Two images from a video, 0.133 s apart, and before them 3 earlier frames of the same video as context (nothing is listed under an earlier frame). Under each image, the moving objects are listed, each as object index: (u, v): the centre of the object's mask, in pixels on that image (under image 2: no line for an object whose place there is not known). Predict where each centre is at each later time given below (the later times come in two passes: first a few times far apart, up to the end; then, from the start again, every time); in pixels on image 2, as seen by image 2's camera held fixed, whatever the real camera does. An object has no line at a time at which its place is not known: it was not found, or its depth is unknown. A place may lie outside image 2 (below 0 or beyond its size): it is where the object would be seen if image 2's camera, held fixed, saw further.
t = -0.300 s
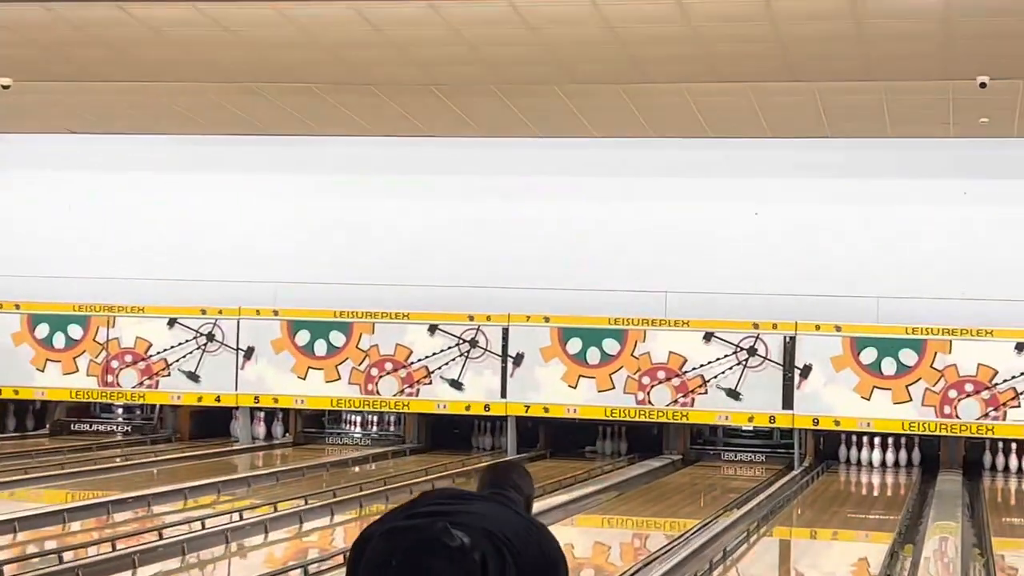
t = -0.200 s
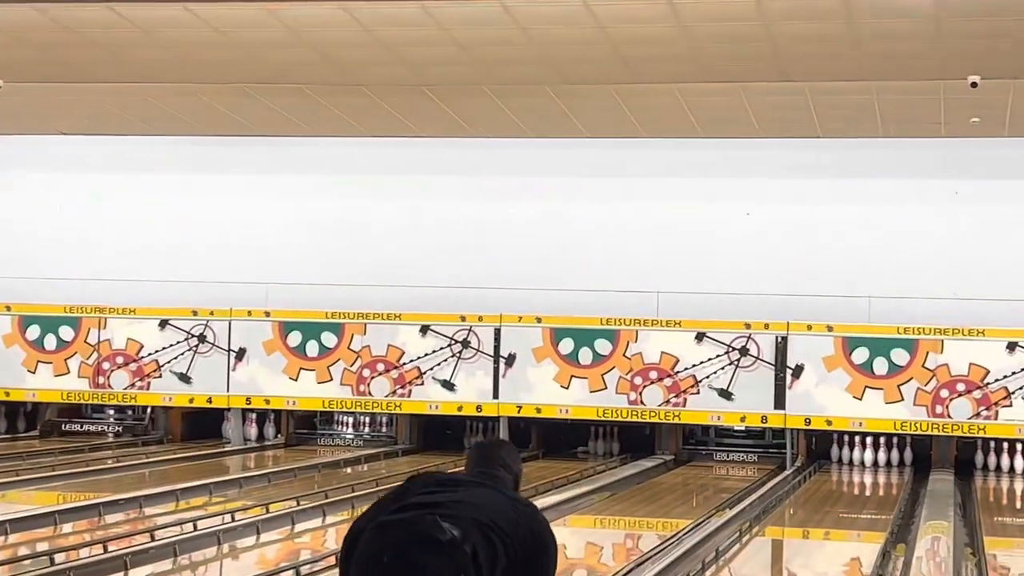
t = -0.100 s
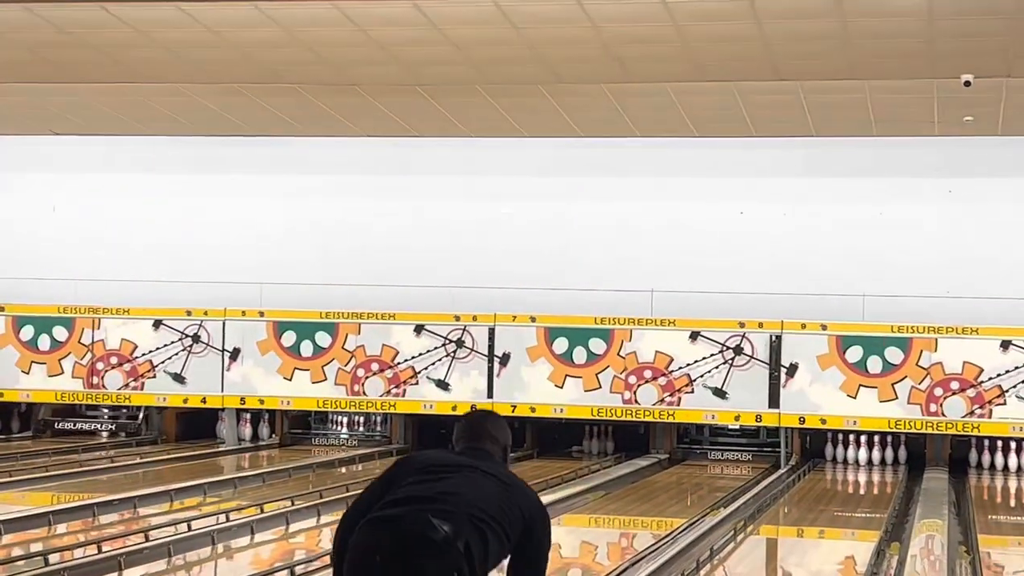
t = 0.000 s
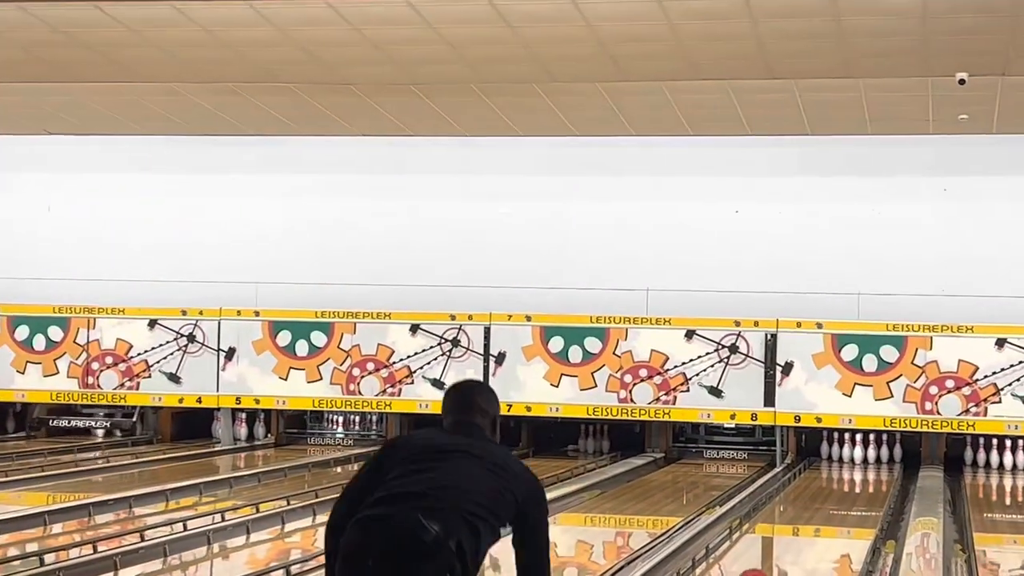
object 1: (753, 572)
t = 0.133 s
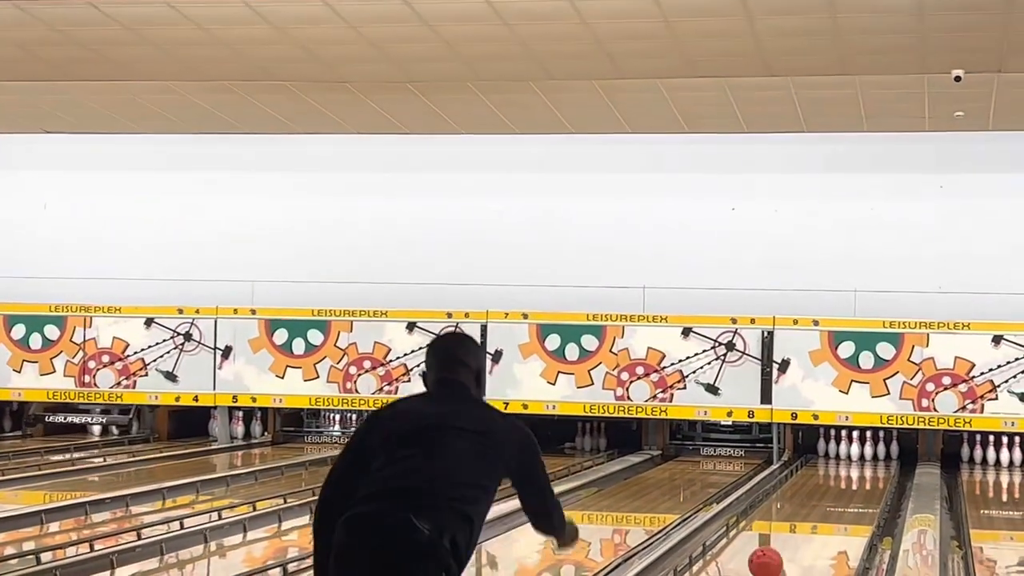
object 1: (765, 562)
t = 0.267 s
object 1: (777, 546)
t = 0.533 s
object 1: (797, 519)
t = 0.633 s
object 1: (803, 510)
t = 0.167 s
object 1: (768, 559)
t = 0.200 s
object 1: (771, 555)
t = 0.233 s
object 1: (774, 551)
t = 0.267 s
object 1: (777, 546)
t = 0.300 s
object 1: (781, 543)
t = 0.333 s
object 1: (783, 539)
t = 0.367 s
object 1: (785, 535)
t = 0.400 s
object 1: (787, 531)
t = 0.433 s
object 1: (790, 528)
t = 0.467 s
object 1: (792, 525)
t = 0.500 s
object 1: (794, 521)
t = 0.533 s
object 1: (797, 519)
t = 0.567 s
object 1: (799, 516)
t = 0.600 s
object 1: (801, 513)
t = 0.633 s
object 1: (803, 510)
